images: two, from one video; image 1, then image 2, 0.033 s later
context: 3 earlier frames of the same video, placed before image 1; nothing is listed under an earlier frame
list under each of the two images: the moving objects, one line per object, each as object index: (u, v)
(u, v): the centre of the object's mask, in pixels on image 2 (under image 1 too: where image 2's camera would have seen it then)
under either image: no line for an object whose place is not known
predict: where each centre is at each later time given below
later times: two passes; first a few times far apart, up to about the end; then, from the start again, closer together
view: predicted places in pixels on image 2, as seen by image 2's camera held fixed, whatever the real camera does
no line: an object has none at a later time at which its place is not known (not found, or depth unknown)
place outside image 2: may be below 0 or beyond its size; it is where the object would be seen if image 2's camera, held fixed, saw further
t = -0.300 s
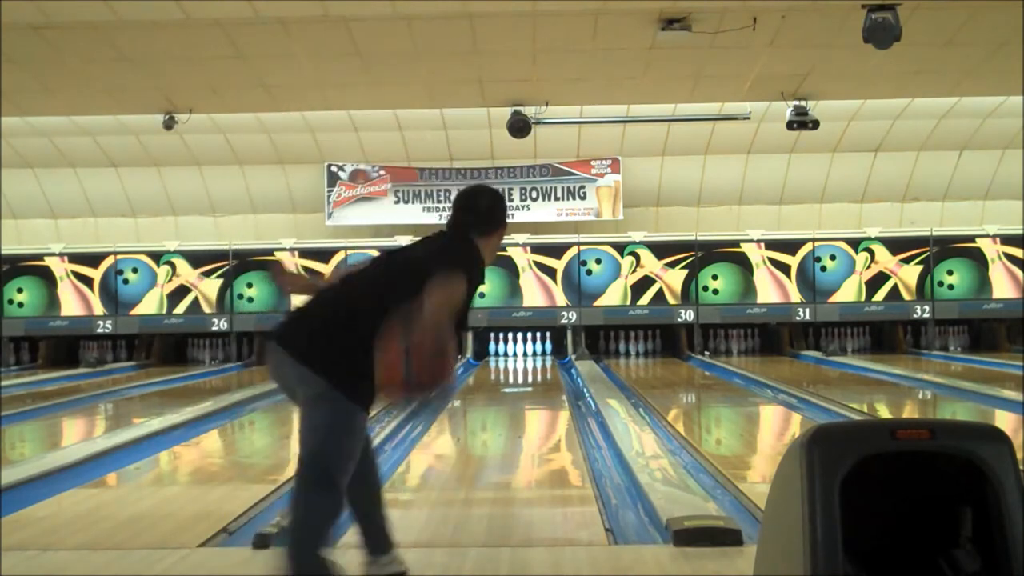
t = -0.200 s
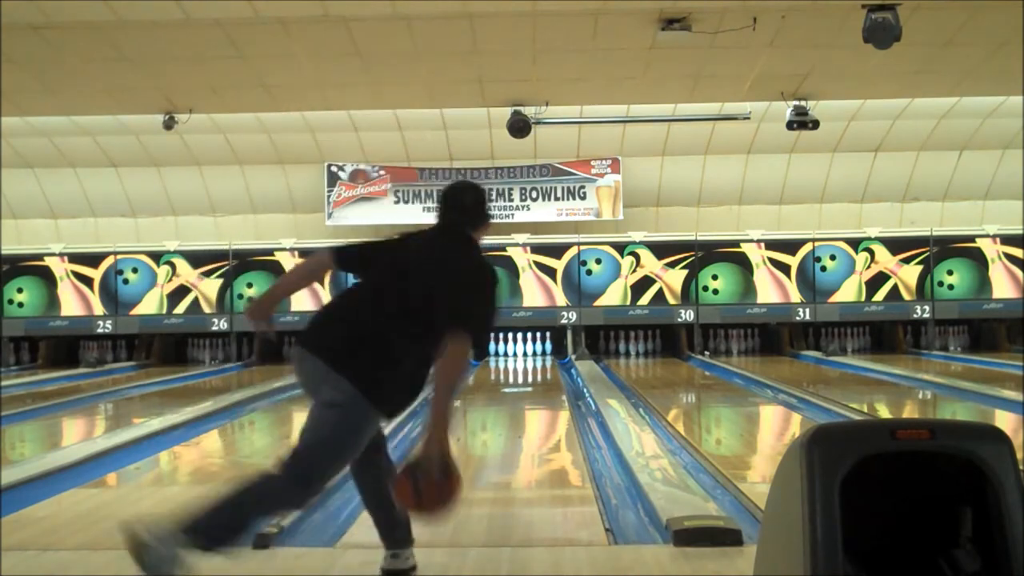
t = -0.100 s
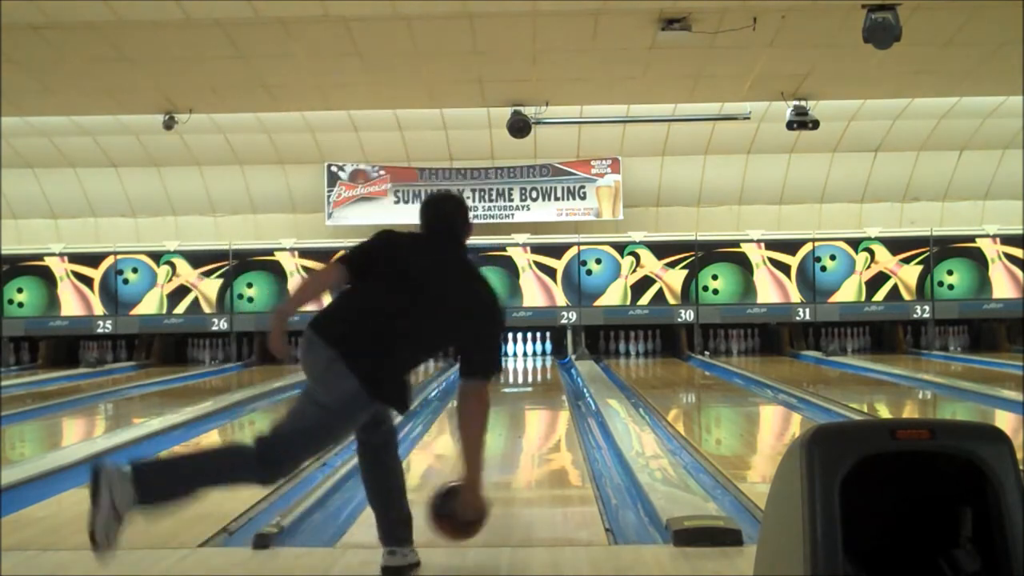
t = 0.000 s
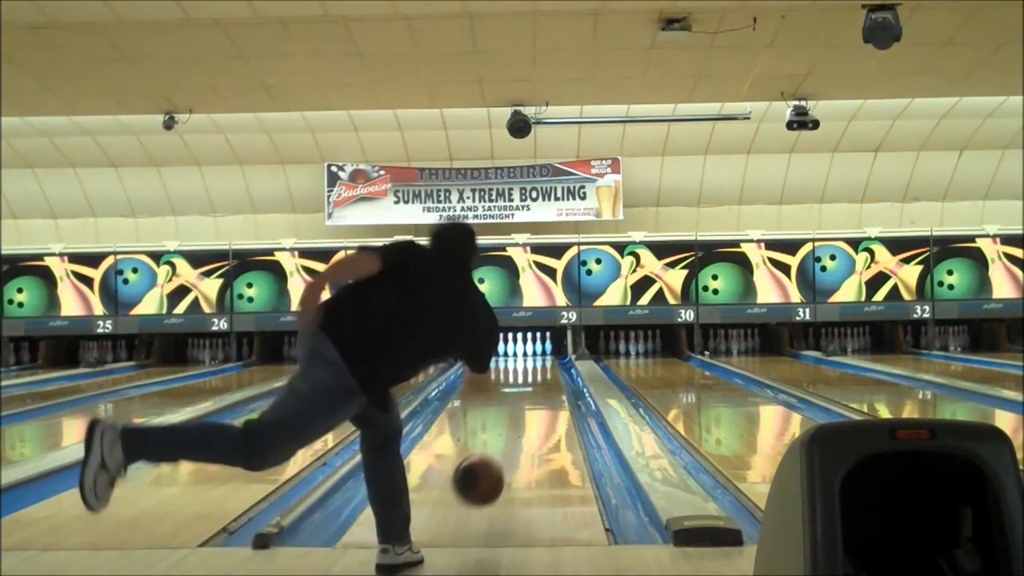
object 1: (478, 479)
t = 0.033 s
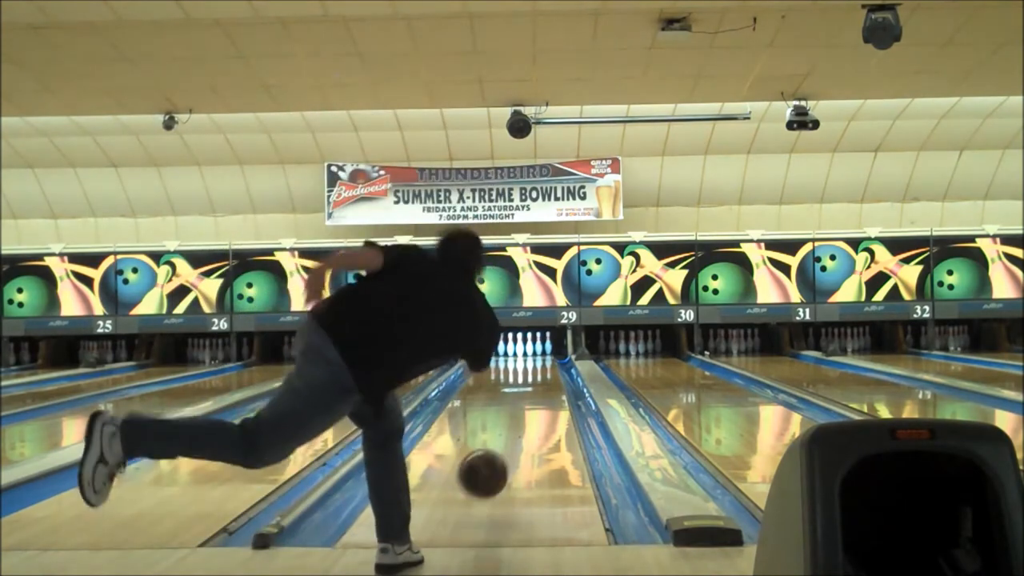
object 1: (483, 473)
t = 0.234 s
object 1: (505, 456)
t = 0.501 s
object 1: (522, 422)
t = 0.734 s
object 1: (530, 402)
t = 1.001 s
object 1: (535, 386)
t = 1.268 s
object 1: (538, 375)
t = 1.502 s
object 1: (539, 368)
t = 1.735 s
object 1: (539, 362)
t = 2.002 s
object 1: (535, 356)
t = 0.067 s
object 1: (487, 469)
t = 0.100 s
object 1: (491, 468)
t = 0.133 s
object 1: (495, 469)
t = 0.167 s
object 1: (499, 467)
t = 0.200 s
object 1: (502, 461)
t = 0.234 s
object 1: (505, 456)
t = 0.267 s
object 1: (507, 451)
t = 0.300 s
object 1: (510, 446)
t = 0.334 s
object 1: (512, 441)
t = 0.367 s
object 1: (514, 438)
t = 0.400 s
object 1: (516, 433)
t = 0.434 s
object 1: (517, 430)
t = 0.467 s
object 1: (520, 428)
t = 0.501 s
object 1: (522, 422)
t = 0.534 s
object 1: (523, 419)
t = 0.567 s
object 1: (524, 416)
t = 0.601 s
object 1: (525, 414)
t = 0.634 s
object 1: (527, 411)
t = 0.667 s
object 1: (528, 408)
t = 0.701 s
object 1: (529, 405)
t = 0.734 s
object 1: (530, 402)
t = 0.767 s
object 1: (531, 400)
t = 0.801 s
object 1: (532, 398)
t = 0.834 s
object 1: (533, 395)
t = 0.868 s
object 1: (533, 393)
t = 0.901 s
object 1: (534, 391)
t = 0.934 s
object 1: (534, 390)
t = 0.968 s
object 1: (535, 387)
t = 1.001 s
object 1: (535, 386)
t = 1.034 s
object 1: (536, 383)
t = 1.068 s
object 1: (537, 383)
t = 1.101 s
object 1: (537, 381)
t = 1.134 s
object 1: (538, 379)
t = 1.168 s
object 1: (538, 377)
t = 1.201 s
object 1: (538, 377)
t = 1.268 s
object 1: (538, 375)
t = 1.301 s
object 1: (539, 374)
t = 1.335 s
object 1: (539, 373)
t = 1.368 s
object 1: (539, 372)
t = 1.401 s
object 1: (540, 371)
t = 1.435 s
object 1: (539, 370)
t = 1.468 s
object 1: (539, 370)
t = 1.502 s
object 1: (539, 368)
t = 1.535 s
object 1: (540, 367)
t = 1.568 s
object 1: (540, 365)
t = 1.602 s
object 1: (540, 365)
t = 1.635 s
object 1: (539, 365)
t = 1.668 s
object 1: (539, 364)
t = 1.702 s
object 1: (539, 363)
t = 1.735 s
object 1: (539, 362)
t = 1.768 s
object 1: (538, 361)
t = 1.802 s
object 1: (538, 360)
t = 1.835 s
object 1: (538, 360)
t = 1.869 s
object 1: (538, 359)
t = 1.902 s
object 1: (536, 358)
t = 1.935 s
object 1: (536, 357)
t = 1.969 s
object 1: (535, 357)
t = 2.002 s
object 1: (535, 356)
